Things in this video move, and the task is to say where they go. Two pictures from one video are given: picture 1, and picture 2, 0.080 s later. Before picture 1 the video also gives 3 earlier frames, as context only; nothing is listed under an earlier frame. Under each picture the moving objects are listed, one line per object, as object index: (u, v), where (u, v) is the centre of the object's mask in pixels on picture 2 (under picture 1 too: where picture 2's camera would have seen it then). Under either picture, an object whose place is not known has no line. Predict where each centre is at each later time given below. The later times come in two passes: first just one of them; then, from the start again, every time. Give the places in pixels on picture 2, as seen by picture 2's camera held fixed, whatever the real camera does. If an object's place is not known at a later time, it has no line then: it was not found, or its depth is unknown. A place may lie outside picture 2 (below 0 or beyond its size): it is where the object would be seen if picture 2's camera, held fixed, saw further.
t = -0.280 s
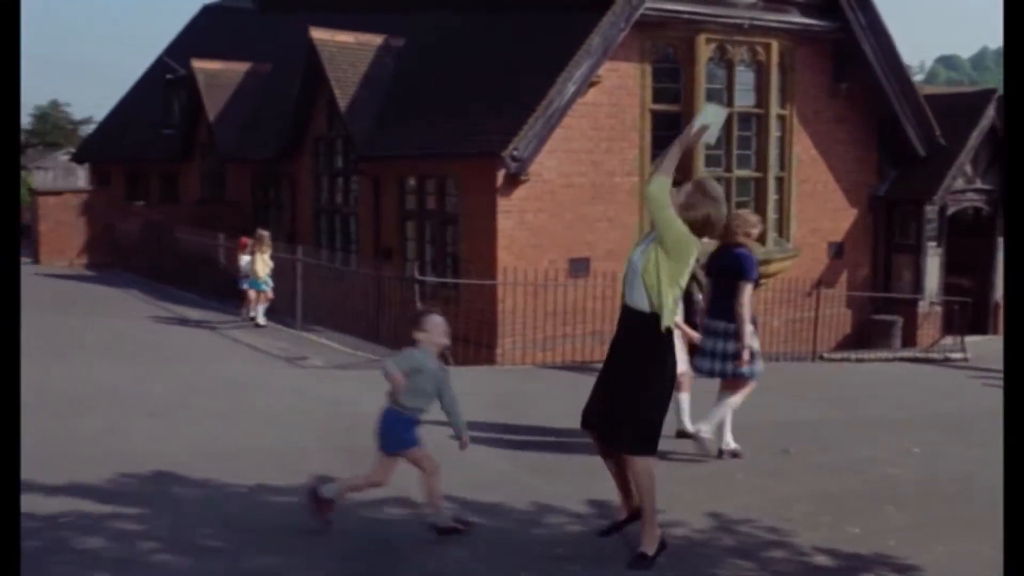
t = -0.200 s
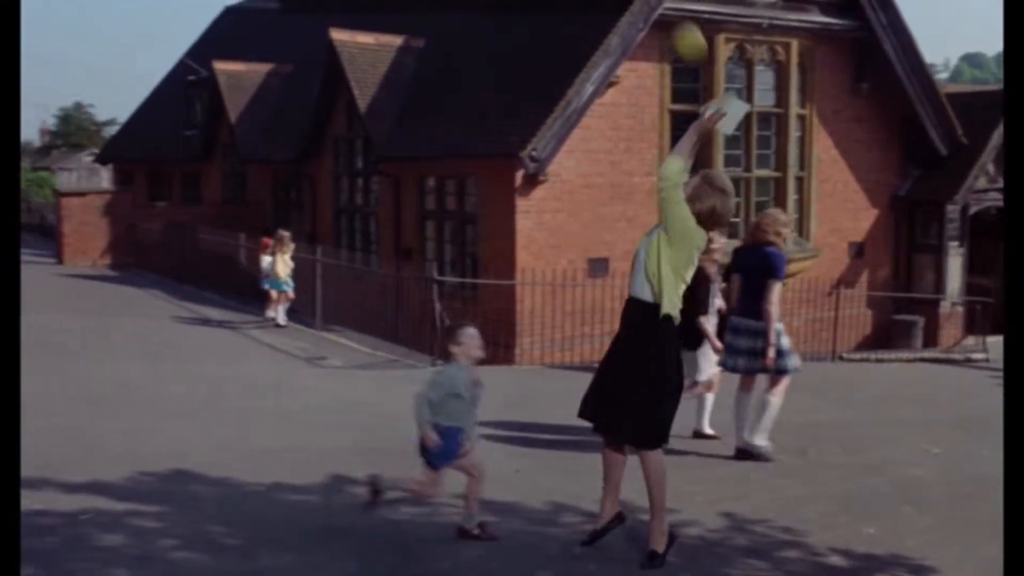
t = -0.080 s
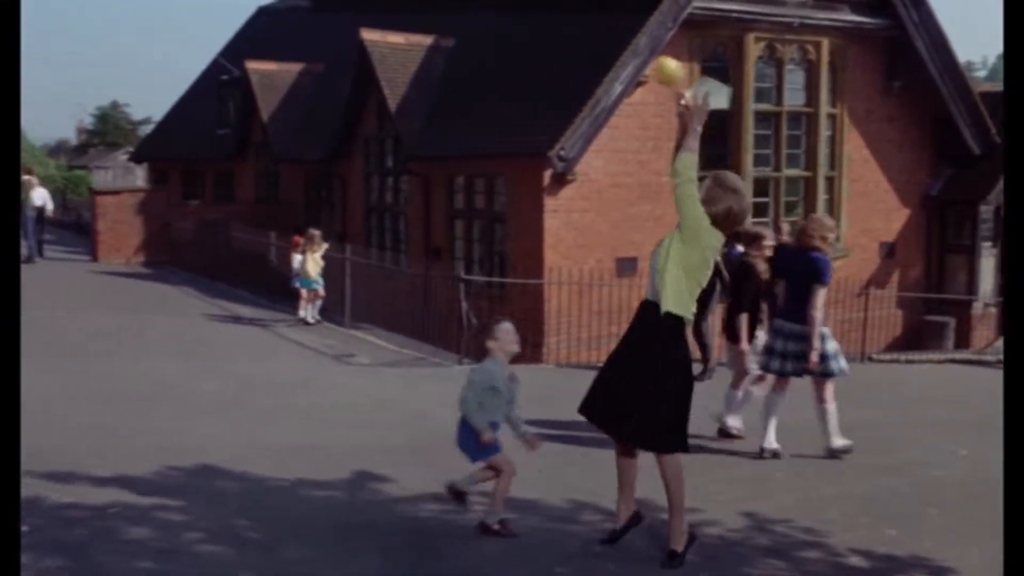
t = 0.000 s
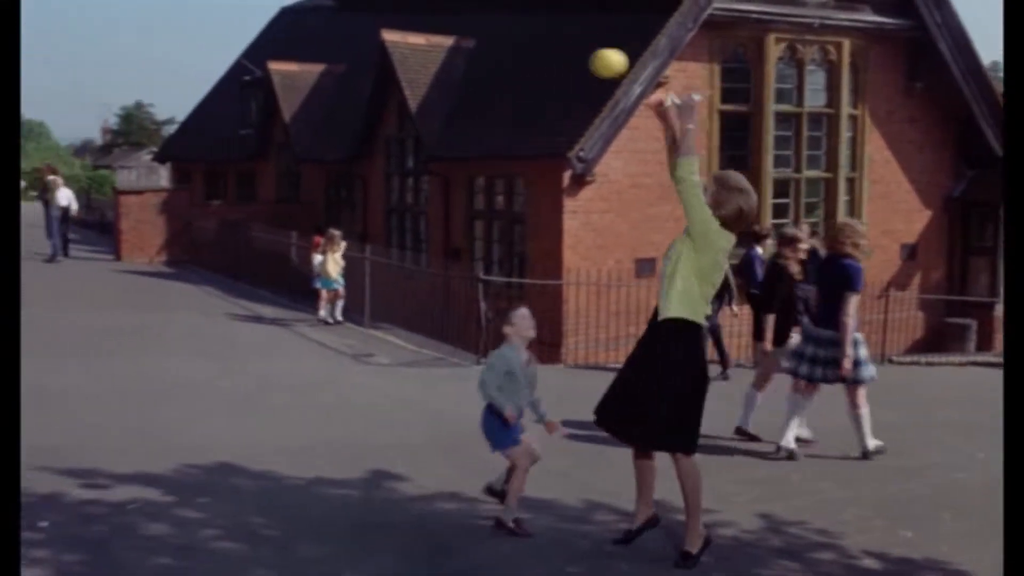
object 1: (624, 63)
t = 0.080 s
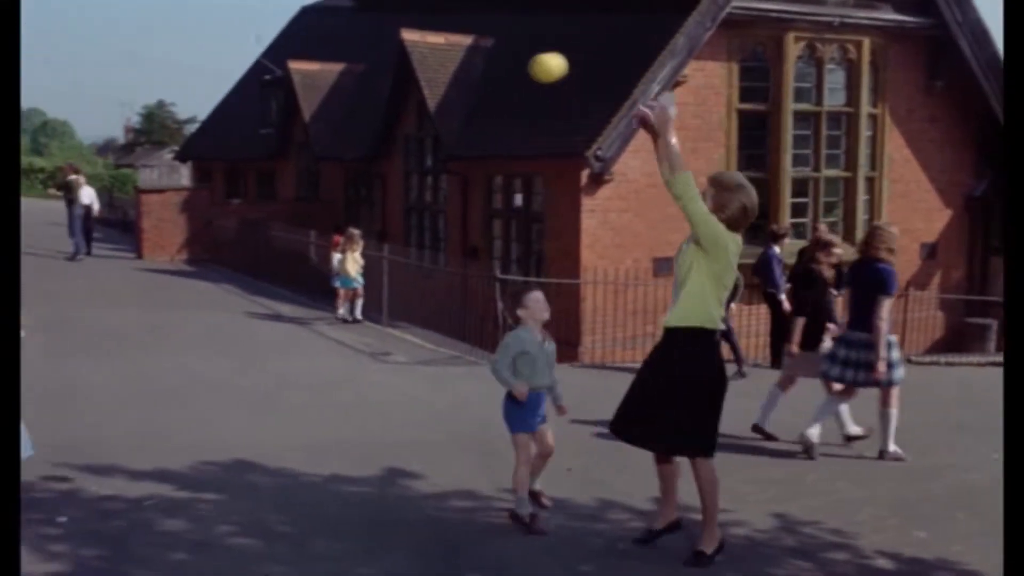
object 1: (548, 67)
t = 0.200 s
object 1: (437, 103)
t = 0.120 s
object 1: (511, 75)
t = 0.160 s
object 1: (474, 87)
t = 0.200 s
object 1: (437, 103)
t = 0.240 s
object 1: (402, 123)
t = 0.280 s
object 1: (366, 147)
